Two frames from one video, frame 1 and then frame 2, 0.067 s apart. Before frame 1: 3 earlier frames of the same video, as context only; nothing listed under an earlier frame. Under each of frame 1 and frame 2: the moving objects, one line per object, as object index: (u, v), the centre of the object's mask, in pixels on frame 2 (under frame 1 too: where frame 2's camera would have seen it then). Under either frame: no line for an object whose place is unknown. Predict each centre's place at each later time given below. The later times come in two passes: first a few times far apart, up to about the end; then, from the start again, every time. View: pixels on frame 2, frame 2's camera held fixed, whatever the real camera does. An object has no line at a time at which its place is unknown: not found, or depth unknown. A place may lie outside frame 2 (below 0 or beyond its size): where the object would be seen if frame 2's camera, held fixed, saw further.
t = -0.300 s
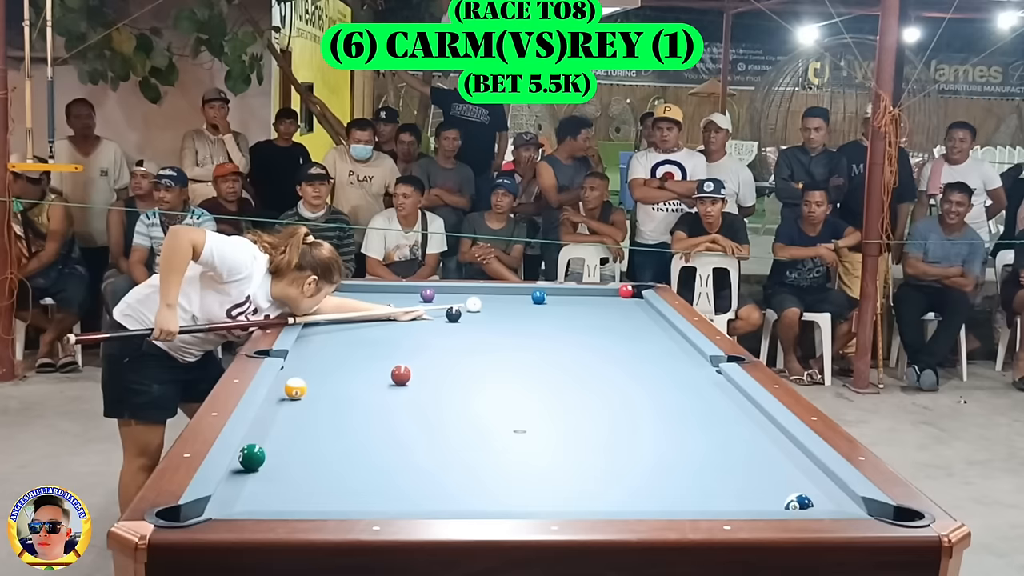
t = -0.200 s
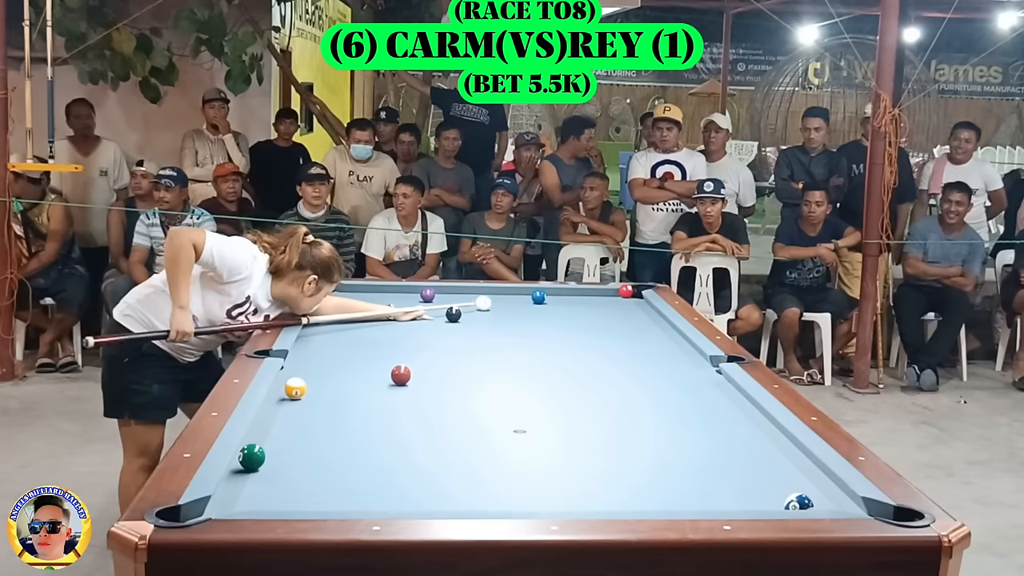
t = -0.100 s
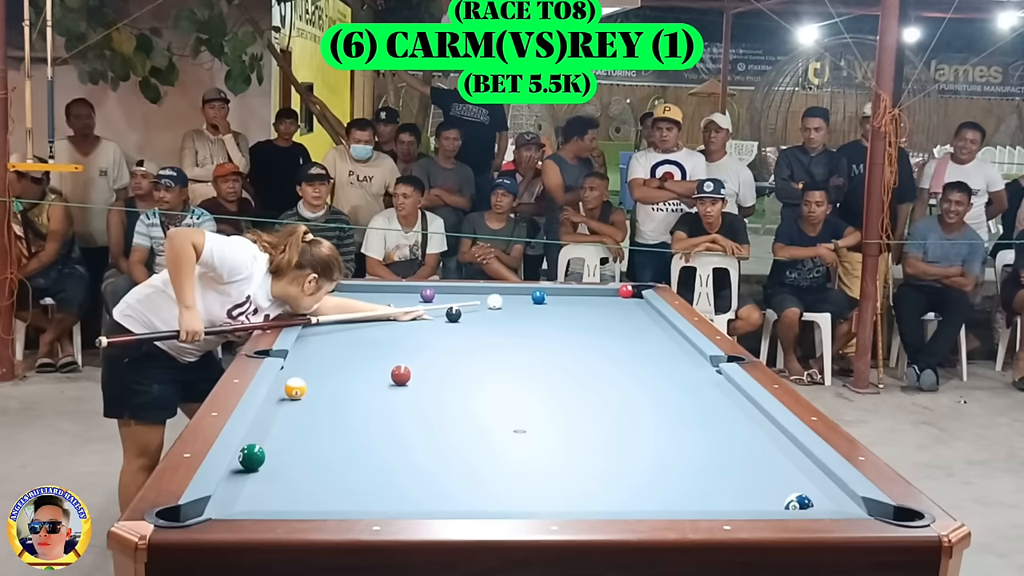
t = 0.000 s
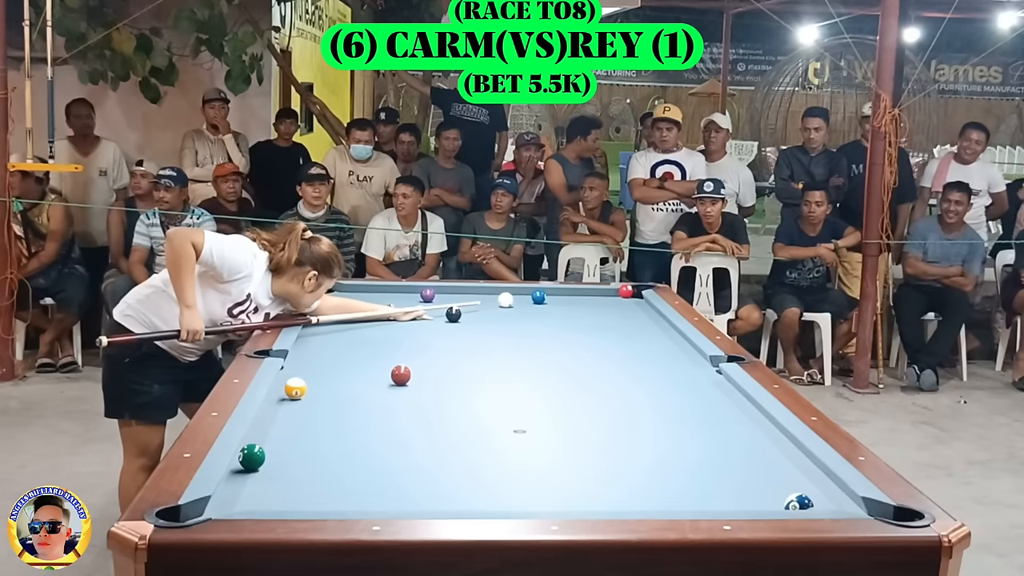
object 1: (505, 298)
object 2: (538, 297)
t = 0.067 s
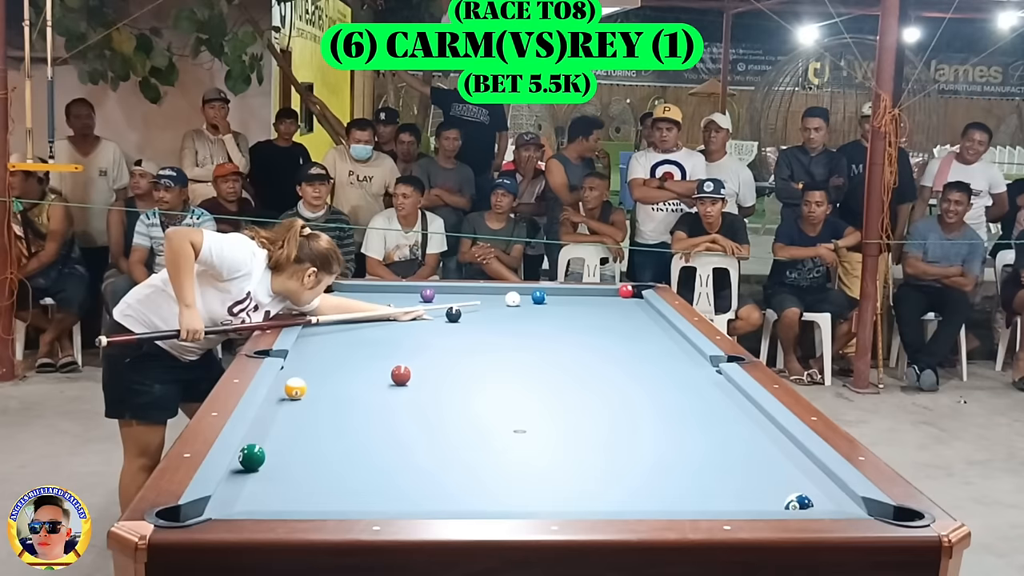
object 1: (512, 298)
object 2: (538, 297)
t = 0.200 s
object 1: (525, 296)
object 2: (540, 296)
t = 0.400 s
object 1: (527, 295)
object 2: (556, 296)
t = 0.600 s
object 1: (529, 293)
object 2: (570, 295)
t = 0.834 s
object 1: (531, 292)
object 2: (585, 294)
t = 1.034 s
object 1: (533, 291)
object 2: (597, 293)
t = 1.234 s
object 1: (534, 290)
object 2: (608, 293)
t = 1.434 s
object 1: (535, 290)
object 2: (617, 292)
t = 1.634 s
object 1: (536, 290)
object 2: (621, 292)
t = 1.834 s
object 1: (536, 290)
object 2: (623, 293)
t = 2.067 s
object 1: (536, 291)
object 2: (626, 293)
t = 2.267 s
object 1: (536, 291)
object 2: (626, 293)
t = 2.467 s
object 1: (536, 291)
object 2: (627, 293)
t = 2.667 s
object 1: (536, 291)
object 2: (627, 293)
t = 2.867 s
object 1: (536, 291)
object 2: (627, 293)
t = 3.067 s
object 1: (536, 291)
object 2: (627, 293)
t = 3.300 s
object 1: (536, 291)
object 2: (627, 293)
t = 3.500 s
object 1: (536, 291)
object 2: (627, 293)
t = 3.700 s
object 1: (536, 290)
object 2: (627, 293)
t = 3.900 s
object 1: (536, 291)
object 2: (627, 293)
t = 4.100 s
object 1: (536, 291)
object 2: (627, 293)
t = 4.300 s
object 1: (536, 291)
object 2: (627, 293)
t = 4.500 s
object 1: (536, 291)
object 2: (627, 293)
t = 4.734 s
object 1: (536, 291)
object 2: (627, 293)
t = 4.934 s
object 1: (536, 291)
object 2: (627, 293)
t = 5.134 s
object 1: (536, 291)
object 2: (627, 293)
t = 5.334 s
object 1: (536, 291)
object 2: (627, 293)
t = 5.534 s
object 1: (536, 291)
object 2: (627, 293)
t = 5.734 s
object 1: (536, 291)
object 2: (627, 293)
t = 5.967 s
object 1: (536, 291)
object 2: (627, 293)
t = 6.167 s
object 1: (536, 291)
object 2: (627, 293)
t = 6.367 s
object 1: (536, 291)
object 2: (627, 293)
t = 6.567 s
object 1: (536, 291)
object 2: (627, 293)
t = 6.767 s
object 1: (536, 291)
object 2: (627, 293)
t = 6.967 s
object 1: (536, 291)
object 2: (627, 293)
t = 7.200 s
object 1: (536, 291)
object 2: (627, 293)
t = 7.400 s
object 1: (536, 291)
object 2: (627, 293)
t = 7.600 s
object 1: (536, 291)
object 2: (627, 293)
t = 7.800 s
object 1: (536, 291)
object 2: (627, 293)
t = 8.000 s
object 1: (536, 291)
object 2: (627, 293)
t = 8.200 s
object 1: (536, 291)
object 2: (627, 293)
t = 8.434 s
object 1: (536, 291)
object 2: (627, 293)
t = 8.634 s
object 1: (536, 291)
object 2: (627, 293)
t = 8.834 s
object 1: (536, 291)
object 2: (627, 293)
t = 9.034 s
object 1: (536, 291)
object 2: (627, 293)
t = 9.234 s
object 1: (536, 291)
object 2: (627, 293)
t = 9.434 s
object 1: (536, 291)
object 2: (627, 293)
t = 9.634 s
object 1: (536, 291)
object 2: (627, 293)
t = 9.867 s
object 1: (536, 291)
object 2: (627, 293)
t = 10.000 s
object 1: (536, 291)
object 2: (627, 293)
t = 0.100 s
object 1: (516, 297)
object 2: (539, 297)
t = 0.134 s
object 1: (521, 296)
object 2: (539, 297)
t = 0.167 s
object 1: (523, 297)
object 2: (539, 296)
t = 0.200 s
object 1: (525, 296)
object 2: (540, 296)
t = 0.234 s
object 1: (525, 296)
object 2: (543, 296)
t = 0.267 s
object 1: (525, 296)
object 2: (545, 296)
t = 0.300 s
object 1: (526, 296)
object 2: (548, 296)
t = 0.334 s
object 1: (526, 295)
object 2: (551, 296)
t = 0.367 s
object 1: (527, 295)
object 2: (553, 296)
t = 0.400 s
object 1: (527, 295)
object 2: (556, 296)
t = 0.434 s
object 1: (527, 295)
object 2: (558, 296)
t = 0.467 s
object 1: (528, 294)
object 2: (560, 296)
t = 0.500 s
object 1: (528, 294)
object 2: (563, 295)
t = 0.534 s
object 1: (529, 294)
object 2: (566, 295)
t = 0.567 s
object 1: (529, 294)
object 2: (568, 295)
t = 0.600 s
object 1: (529, 293)
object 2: (570, 295)
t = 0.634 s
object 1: (530, 293)
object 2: (572, 295)
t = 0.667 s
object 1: (530, 293)
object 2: (575, 295)
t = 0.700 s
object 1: (530, 293)
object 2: (576, 294)
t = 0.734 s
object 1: (530, 293)
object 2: (579, 294)
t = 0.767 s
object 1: (531, 293)
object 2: (580, 294)
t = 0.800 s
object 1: (531, 292)
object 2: (582, 294)
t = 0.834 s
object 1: (531, 292)
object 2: (585, 294)
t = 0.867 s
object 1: (532, 292)
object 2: (587, 294)
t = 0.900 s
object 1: (532, 292)
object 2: (588, 294)
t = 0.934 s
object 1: (532, 291)
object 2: (590, 294)
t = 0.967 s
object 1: (532, 291)
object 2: (593, 294)
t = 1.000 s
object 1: (533, 291)
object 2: (595, 293)
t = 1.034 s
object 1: (533, 291)
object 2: (597, 293)
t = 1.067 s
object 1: (533, 291)
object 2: (599, 293)
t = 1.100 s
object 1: (533, 291)
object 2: (601, 293)
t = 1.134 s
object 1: (534, 291)
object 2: (602, 293)
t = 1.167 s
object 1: (534, 290)
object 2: (604, 293)
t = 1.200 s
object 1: (534, 290)
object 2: (607, 293)
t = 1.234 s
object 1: (534, 290)
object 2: (608, 293)
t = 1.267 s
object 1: (534, 290)
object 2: (610, 292)
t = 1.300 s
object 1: (534, 290)
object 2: (612, 292)
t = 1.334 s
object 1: (535, 290)
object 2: (613, 293)
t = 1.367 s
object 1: (535, 290)
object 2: (615, 292)
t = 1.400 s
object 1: (535, 290)
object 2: (616, 292)
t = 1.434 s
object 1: (535, 290)
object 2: (617, 292)
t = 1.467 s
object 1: (535, 290)
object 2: (618, 292)
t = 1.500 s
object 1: (535, 290)
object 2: (619, 292)
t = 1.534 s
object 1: (535, 290)
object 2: (619, 292)
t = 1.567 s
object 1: (536, 290)
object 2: (619, 293)
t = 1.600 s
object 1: (536, 290)
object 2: (620, 293)
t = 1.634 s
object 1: (536, 290)
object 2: (621, 292)
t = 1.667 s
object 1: (536, 290)
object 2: (621, 293)
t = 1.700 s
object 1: (536, 290)
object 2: (621, 293)
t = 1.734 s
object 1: (536, 290)
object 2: (622, 292)
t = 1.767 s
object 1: (536, 290)
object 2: (623, 293)
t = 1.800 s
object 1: (536, 290)
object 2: (623, 293)
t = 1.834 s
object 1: (536, 290)
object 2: (623, 293)
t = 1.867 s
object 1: (536, 290)
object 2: (624, 293)
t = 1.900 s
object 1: (536, 291)
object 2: (624, 293)
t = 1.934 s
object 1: (536, 291)
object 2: (624, 293)
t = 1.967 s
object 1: (536, 291)
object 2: (624, 293)
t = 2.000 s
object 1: (536, 291)
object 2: (625, 293)
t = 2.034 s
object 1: (536, 291)
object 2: (625, 293)
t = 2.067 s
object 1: (536, 291)
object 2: (626, 293)
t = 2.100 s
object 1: (536, 291)
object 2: (626, 293)
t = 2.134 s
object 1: (536, 291)
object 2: (626, 293)
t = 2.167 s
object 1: (536, 291)
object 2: (626, 293)
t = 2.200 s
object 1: (536, 291)
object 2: (626, 293)
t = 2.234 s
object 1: (536, 291)
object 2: (626, 293)
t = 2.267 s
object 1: (536, 291)
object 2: (626, 293)
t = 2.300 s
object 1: (536, 291)
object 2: (626, 293)
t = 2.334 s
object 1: (536, 291)
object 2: (626, 293)
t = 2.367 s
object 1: (536, 291)
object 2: (627, 293)
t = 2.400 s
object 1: (536, 291)
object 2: (627, 293)
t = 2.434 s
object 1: (536, 291)
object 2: (627, 293)
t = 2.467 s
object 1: (536, 291)
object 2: (627, 293)
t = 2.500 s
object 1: (536, 291)
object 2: (627, 293)
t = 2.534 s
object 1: (536, 291)
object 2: (627, 293)
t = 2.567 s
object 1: (536, 291)
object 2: (627, 293)
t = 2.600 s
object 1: (536, 291)
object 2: (627, 293)
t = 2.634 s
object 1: (536, 291)
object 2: (627, 293)
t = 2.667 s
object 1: (536, 291)
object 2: (627, 293)
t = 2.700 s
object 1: (536, 291)
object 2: (627, 293)
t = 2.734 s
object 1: (536, 291)
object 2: (627, 293)
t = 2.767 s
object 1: (536, 291)
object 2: (627, 293)
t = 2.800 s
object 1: (536, 291)
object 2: (627, 293)
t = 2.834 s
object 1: (536, 291)
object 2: (627, 293)
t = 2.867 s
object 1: (536, 291)
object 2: (627, 293)
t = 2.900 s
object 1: (536, 291)
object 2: (627, 293)
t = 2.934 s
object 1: (536, 291)
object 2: (627, 293)
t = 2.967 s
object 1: (536, 291)
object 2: (627, 293)
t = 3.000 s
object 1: (536, 291)
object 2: (627, 293)
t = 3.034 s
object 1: (536, 291)
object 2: (627, 293)
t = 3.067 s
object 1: (536, 291)
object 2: (627, 293)
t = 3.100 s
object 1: (536, 291)
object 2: (627, 293)
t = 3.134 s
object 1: (536, 291)
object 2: (627, 293)
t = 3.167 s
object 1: (536, 291)
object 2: (627, 293)
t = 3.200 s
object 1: (536, 291)
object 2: (627, 293)
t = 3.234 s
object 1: (536, 291)
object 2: (627, 293)
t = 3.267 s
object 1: (536, 291)
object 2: (627, 293)
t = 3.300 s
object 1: (536, 291)
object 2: (627, 293)
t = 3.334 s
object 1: (536, 291)
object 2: (627, 293)
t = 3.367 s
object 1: (536, 291)
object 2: (627, 293)
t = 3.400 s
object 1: (536, 291)
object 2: (627, 293)
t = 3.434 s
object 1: (536, 291)
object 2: (627, 293)
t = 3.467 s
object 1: (536, 291)
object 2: (627, 293)
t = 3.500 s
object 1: (536, 291)
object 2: (627, 293)
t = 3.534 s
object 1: (536, 291)
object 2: (627, 293)
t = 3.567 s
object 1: (536, 291)
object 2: (627, 293)
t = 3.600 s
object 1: (536, 291)
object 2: (627, 293)
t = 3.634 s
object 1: (536, 291)
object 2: (627, 293)
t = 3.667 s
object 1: (536, 291)
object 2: (627, 293)
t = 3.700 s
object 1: (536, 290)
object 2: (627, 293)
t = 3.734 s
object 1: (536, 291)
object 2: (627, 293)
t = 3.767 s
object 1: (536, 291)
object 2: (627, 293)
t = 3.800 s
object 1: (536, 291)
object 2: (627, 293)
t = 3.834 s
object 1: (536, 291)
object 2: (627, 293)
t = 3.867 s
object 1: (536, 291)
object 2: (627, 293)
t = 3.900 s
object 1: (536, 291)
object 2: (627, 293)
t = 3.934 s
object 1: (536, 291)
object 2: (627, 293)
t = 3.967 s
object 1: (536, 291)
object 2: (627, 293)
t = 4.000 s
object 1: (536, 291)
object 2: (627, 293)
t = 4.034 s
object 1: (536, 291)
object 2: (627, 293)
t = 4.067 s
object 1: (536, 291)
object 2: (627, 293)
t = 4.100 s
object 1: (536, 291)
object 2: (627, 293)
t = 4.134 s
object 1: (536, 291)
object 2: (627, 293)
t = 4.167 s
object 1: (536, 291)
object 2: (627, 293)
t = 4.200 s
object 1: (536, 291)
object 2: (627, 293)
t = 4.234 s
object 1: (536, 291)
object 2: (627, 293)
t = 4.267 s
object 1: (536, 291)
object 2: (627, 293)
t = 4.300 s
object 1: (536, 291)
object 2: (627, 293)
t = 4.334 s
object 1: (536, 291)
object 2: (627, 293)
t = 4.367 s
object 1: (536, 291)
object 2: (627, 293)
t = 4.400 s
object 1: (536, 291)
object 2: (627, 293)
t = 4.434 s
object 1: (536, 291)
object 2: (627, 293)
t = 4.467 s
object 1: (536, 291)
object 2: (627, 293)
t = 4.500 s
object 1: (536, 291)
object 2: (627, 293)
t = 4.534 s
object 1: (536, 291)
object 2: (627, 293)
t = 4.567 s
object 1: (536, 291)
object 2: (627, 293)
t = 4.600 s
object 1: (536, 291)
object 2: (627, 293)
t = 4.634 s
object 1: (536, 291)
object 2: (627, 293)
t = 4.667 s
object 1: (536, 291)
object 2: (627, 293)
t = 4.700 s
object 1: (536, 291)
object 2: (627, 293)
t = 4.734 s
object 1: (536, 291)
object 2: (627, 293)
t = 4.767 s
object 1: (536, 291)
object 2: (627, 293)
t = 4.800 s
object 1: (536, 291)
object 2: (627, 293)
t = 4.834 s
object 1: (536, 291)
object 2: (627, 293)
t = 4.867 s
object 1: (536, 291)
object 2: (627, 293)
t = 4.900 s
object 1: (536, 291)
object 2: (627, 293)
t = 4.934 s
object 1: (536, 291)
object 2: (627, 293)
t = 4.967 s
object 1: (536, 291)
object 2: (627, 293)
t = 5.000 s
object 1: (536, 291)
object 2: (627, 293)
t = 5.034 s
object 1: (536, 291)
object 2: (627, 293)
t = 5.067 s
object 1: (536, 291)
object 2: (627, 293)
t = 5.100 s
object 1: (536, 291)
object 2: (627, 293)
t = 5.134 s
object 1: (536, 291)
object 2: (627, 293)
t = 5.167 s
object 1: (536, 291)
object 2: (627, 293)
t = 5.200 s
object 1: (536, 291)
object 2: (627, 293)
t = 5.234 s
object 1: (536, 291)
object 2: (627, 293)
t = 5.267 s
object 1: (536, 291)
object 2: (627, 293)
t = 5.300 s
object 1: (536, 291)
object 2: (627, 293)
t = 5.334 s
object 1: (536, 291)
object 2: (627, 293)
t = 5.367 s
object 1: (536, 291)
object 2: (627, 293)
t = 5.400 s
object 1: (536, 291)
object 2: (627, 293)
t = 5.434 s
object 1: (536, 291)
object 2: (627, 293)
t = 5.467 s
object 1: (536, 290)
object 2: (627, 293)
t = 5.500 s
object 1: (536, 291)
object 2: (627, 293)
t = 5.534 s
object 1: (536, 291)
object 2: (627, 293)
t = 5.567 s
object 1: (536, 291)
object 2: (627, 293)
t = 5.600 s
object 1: (536, 291)
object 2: (627, 293)
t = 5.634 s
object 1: (536, 291)
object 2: (627, 293)
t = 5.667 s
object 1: (536, 291)
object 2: (627, 293)
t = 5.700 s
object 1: (536, 291)
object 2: (627, 293)
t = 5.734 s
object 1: (536, 291)
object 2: (627, 293)
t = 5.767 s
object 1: (536, 291)
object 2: (627, 293)
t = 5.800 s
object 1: (536, 291)
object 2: (627, 293)
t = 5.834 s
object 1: (536, 291)
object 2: (627, 293)
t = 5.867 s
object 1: (536, 291)
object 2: (627, 293)
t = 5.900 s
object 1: (536, 291)
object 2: (627, 293)
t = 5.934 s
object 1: (536, 291)
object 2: (627, 293)
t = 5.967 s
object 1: (536, 291)
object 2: (627, 293)
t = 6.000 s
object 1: (536, 291)
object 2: (627, 293)
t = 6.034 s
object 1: (536, 291)
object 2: (627, 293)
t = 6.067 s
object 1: (536, 291)
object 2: (627, 293)
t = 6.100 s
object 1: (536, 291)
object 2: (627, 293)
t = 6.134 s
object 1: (536, 291)
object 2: (627, 293)
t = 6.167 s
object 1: (536, 291)
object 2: (627, 293)
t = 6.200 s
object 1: (536, 291)
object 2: (627, 293)
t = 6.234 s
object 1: (536, 291)
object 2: (627, 293)
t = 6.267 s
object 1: (536, 291)
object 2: (627, 293)
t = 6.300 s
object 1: (536, 291)
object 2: (627, 293)
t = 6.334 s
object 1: (536, 291)
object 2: (627, 293)
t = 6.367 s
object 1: (536, 291)
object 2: (627, 293)
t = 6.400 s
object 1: (536, 291)
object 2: (627, 293)
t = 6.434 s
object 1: (536, 291)
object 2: (627, 293)
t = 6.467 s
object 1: (536, 290)
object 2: (627, 293)
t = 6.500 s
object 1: (536, 291)
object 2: (627, 293)
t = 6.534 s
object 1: (536, 290)
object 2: (627, 293)
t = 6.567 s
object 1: (536, 291)
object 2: (627, 293)
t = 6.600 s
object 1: (536, 291)
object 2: (627, 293)
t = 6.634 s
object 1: (536, 291)
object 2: (627, 293)
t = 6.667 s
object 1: (536, 291)
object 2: (627, 293)
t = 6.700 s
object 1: (536, 291)
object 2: (627, 293)
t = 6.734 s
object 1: (536, 291)
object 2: (627, 293)
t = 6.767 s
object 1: (536, 291)
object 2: (627, 293)
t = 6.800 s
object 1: (536, 291)
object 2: (627, 293)
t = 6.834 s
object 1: (536, 291)
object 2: (627, 293)
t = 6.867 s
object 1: (536, 291)
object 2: (627, 293)
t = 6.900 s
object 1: (536, 291)
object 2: (627, 293)
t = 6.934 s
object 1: (536, 291)
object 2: (627, 293)
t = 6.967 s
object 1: (536, 291)
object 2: (627, 293)
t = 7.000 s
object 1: (536, 291)
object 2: (627, 293)
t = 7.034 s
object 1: (536, 291)
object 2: (627, 293)
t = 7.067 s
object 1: (536, 291)
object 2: (627, 293)
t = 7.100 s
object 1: (536, 291)
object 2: (627, 293)
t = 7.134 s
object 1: (536, 291)
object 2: (627, 293)
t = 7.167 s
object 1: (536, 291)
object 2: (627, 293)
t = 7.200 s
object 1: (536, 291)
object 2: (627, 293)
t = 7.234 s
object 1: (536, 291)
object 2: (627, 293)
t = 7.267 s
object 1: (536, 291)
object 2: (627, 293)
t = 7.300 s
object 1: (536, 291)
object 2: (627, 293)
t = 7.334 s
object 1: (536, 291)
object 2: (627, 293)
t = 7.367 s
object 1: (536, 291)
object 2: (627, 293)
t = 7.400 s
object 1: (536, 291)
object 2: (627, 293)
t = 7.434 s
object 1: (536, 291)
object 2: (627, 293)
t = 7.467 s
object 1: (536, 291)
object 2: (627, 293)
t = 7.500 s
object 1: (536, 291)
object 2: (627, 293)
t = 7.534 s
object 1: (536, 291)
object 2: (627, 293)
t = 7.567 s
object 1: (536, 291)
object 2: (627, 293)
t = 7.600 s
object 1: (536, 291)
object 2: (627, 293)
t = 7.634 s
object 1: (536, 291)
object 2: (627, 293)
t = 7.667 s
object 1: (536, 291)
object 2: (627, 293)
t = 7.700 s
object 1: (536, 291)
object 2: (627, 293)
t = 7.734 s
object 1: (536, 291)
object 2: (627, 293)
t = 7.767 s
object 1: (536, 291)
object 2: (627, 293)
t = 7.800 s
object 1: (536, 291)
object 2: (627, 293)
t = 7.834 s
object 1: (536, 291)
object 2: (627, 293)
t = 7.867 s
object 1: (536, 291)
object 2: (627, 293)
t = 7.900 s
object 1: (536, 291)
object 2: (627, 293)
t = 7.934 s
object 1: (536, 291)
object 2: (627, 293)
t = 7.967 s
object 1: (536, 291)
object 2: (627, 293)
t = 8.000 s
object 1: (536, 291)
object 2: (627, 293)
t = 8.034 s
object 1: (536, 291)
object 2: (627, 293)
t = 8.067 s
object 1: (536, 291)
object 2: (627, 293)
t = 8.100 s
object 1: (536, 291)
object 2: (627, 293)
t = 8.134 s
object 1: (536, 291)
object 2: (627, 293)
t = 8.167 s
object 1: (536, 291)
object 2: (627, 293)
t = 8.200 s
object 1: (536, 291)
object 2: (627, 293)
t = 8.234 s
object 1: (536, 291)
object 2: (627, 293)
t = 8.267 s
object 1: (536, 291)
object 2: (627, 293)
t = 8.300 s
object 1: (536, 291)
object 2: (627, 293)
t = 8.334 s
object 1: (536, 291)
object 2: (627, 293)
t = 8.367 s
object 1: (536, 291)
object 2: (627, 293)
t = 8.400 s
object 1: (536, 291)
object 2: (627, 293)
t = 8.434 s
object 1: (536, 291)
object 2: (627, 293)
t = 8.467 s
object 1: (536, 291)
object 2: (627, 293)
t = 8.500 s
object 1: (536, 291)
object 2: (627, 293)
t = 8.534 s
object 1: (536, 291)
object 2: (627, 293)
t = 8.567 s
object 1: (536, 291)
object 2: (627, 293)
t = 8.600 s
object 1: (536, 291)
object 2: (627, 293)
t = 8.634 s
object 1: (536, 291)
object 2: (627, 293)
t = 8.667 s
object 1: (536, 291)
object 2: (627, 293)
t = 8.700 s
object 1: (536, 291)
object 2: (627, 293)
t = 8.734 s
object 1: (536, 291)
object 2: (627, 293)
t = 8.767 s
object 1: (536, 291)
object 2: (627, 293)
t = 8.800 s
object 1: (536, 291)
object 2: (627, 293)
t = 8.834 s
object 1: (536, 291)
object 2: (627, 293)
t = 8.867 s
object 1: (536, 291)
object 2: (627, 293)
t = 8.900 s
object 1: (536, 291)
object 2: (627, 293)
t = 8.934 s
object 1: (536, 291)
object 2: (627, 293)
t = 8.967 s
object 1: (536, 291)
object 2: (627, 293)
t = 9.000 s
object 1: (536, 291)
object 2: (627, 293)
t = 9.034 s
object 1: (536, 291)
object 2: (627, 293)
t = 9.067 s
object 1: (536, 291)
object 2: (627, 293)
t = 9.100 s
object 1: (536, 291)
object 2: (627, 293)
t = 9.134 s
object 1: (536, 291)
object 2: (627, 293)
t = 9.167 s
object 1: (536, 291)
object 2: (627, 293)
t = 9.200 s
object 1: (536, 291)
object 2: (627, 293)
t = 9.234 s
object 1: (536, 291)
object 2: (627, 293)
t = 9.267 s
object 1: (536, 291)
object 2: (627, 293)
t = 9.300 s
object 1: (536, 291)
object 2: (627, 293)
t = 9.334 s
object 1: (536, 291)
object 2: (627, 293)
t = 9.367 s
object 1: (536, 291)
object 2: (627, 293)
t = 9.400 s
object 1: (536, 291)
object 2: (627, 293)
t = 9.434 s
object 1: (536, 291)
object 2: (627, 293)
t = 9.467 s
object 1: (536, 290)
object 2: (627, 293)
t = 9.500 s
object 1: (536, 291)
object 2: (627, 293)
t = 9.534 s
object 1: (536, 291)
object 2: (627, 293)
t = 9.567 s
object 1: (536, 291)
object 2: (627, 293)
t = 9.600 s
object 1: (536, 291)
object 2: (627, 293)
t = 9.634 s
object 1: (536, 291)
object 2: (627, 293)
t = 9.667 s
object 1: (536, 291)
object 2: (627, 293)
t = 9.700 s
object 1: (536, 291)
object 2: (627, 293)
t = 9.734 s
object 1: (536, 291)
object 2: (627, 293)
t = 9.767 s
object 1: (536, 291)
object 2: (627, 293)
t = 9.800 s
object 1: (536, 291)
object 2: (627, 293)
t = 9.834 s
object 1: (536, 291)
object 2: (627, 293)
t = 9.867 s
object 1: (536, 291)
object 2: (627, 293)
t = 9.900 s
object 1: (536, 291)
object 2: (627, 293)
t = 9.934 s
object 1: (536, 291)
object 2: (627, 293)
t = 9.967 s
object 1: (536, 291)
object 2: (627, 293)
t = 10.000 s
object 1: (536, 291)
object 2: (627, 293)
